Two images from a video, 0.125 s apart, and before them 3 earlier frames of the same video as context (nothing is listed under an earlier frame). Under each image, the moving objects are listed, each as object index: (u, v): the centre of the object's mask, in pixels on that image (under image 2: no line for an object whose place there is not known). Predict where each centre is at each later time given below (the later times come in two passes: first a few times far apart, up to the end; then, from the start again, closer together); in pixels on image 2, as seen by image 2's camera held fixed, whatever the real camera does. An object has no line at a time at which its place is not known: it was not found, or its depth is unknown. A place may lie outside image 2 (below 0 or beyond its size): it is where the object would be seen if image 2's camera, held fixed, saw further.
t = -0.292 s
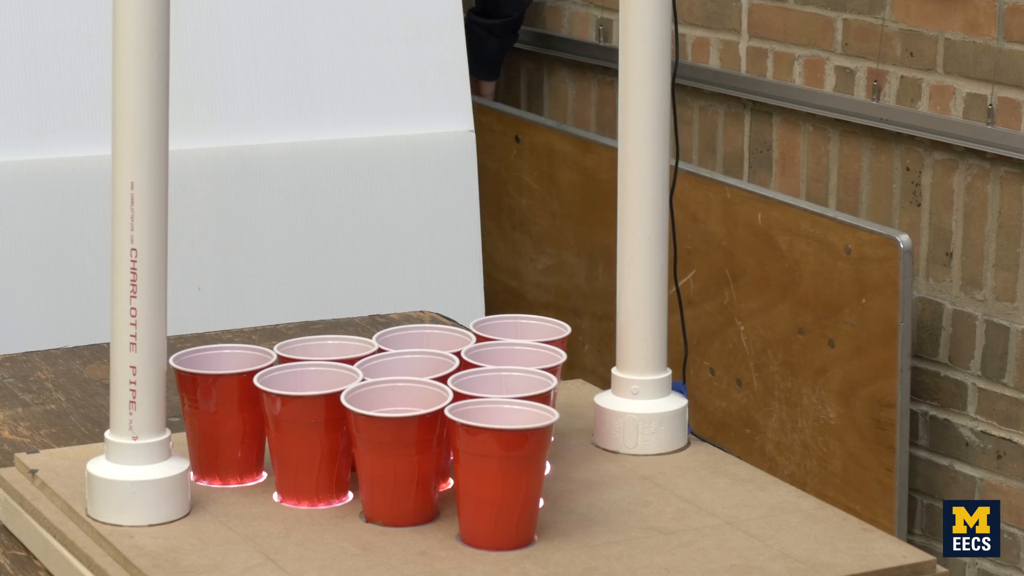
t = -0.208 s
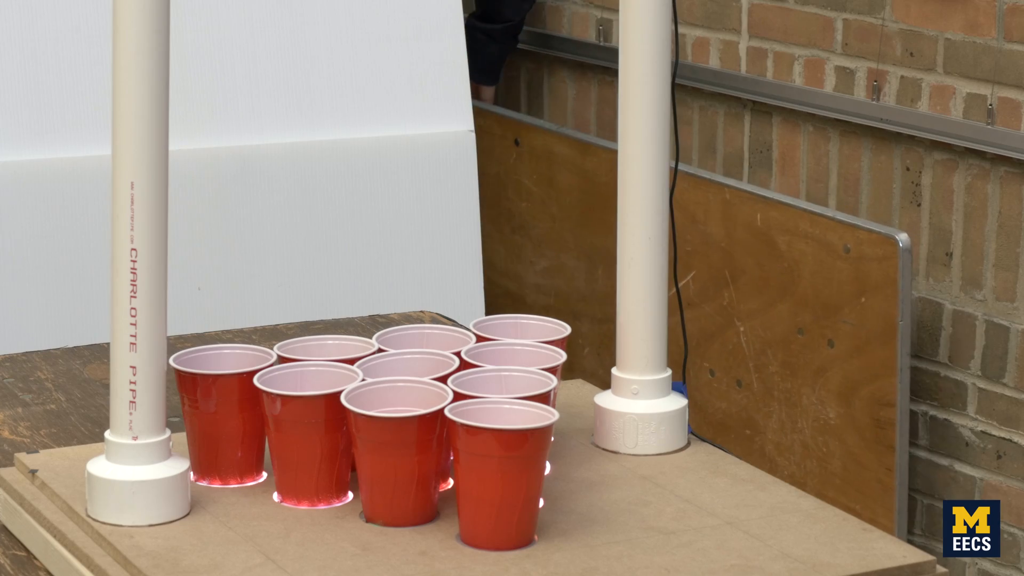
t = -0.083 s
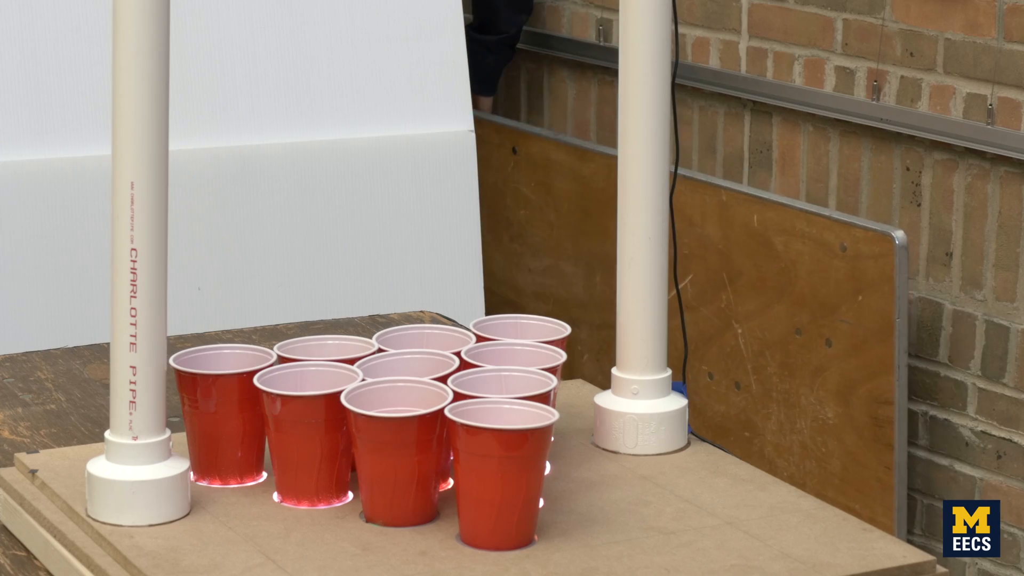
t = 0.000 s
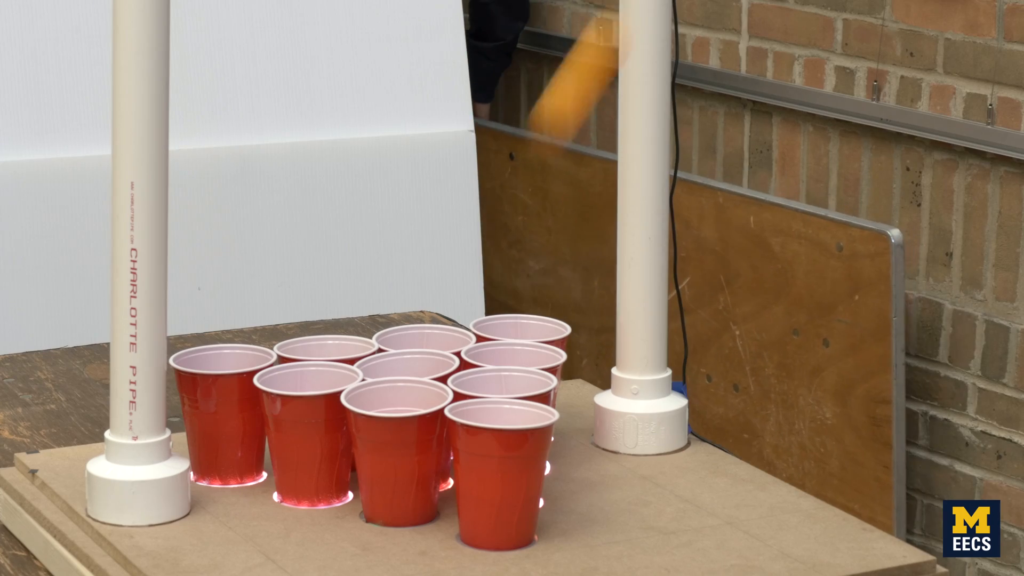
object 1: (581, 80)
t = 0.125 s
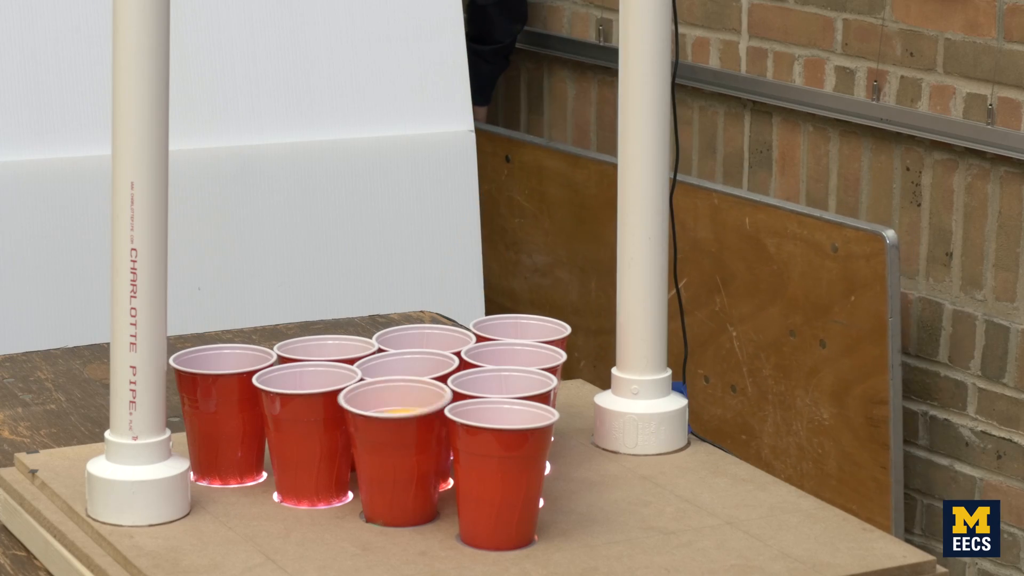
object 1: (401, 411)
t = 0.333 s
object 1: (418, 407)
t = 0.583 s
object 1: (393, 408)
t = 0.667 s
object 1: (379, 410)
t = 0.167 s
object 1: (425, 402)
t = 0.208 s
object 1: (404, 402)
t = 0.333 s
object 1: (418, 407)
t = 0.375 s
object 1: (394, 403)
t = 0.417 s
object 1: (377, 405)
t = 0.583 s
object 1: (393, 408)
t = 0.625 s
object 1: (383, 408)
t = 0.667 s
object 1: (379, 410)
